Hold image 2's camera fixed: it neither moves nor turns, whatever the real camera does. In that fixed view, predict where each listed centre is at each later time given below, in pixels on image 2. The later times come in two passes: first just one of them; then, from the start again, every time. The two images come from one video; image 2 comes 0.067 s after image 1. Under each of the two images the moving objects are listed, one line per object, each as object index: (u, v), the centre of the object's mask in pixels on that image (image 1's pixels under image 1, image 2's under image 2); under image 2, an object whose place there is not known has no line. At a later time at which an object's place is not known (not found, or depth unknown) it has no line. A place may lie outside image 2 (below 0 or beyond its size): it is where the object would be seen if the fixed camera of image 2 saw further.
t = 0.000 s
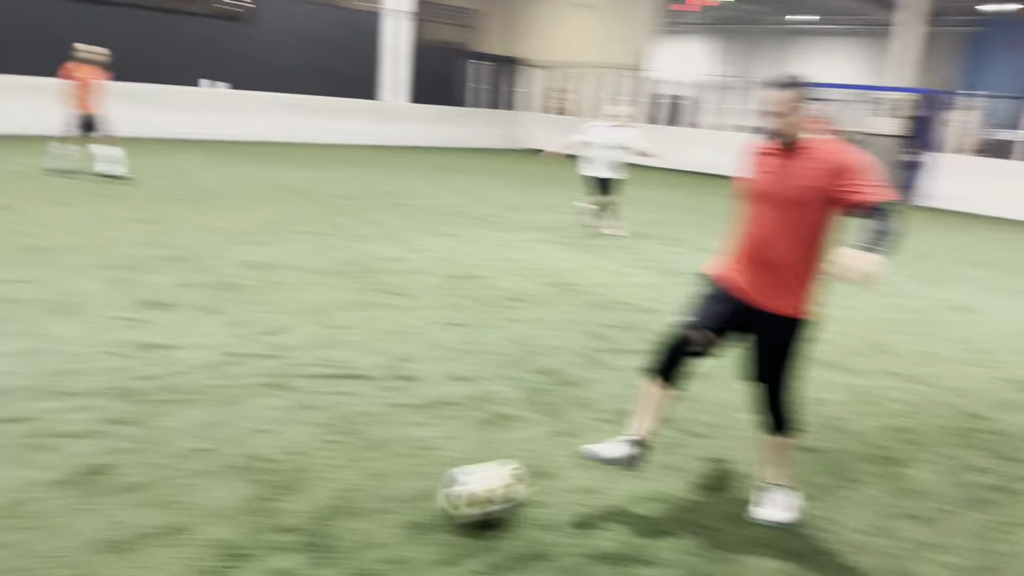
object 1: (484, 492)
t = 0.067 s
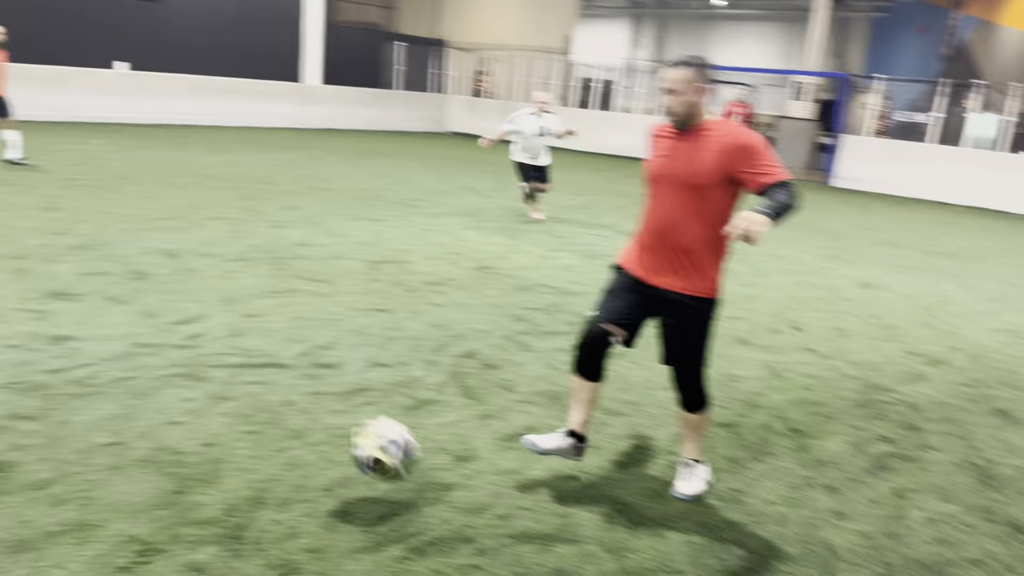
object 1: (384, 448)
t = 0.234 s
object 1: (342, 399)
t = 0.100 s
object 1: (376, 433)
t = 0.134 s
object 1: (367, 420)
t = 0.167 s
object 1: (359, 410)
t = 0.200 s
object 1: (351, 404)
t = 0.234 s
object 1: (342, 399)
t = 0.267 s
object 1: (333, 396)
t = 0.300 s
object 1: (324, 396)
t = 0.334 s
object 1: (317, 401)
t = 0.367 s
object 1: (306, 406)
